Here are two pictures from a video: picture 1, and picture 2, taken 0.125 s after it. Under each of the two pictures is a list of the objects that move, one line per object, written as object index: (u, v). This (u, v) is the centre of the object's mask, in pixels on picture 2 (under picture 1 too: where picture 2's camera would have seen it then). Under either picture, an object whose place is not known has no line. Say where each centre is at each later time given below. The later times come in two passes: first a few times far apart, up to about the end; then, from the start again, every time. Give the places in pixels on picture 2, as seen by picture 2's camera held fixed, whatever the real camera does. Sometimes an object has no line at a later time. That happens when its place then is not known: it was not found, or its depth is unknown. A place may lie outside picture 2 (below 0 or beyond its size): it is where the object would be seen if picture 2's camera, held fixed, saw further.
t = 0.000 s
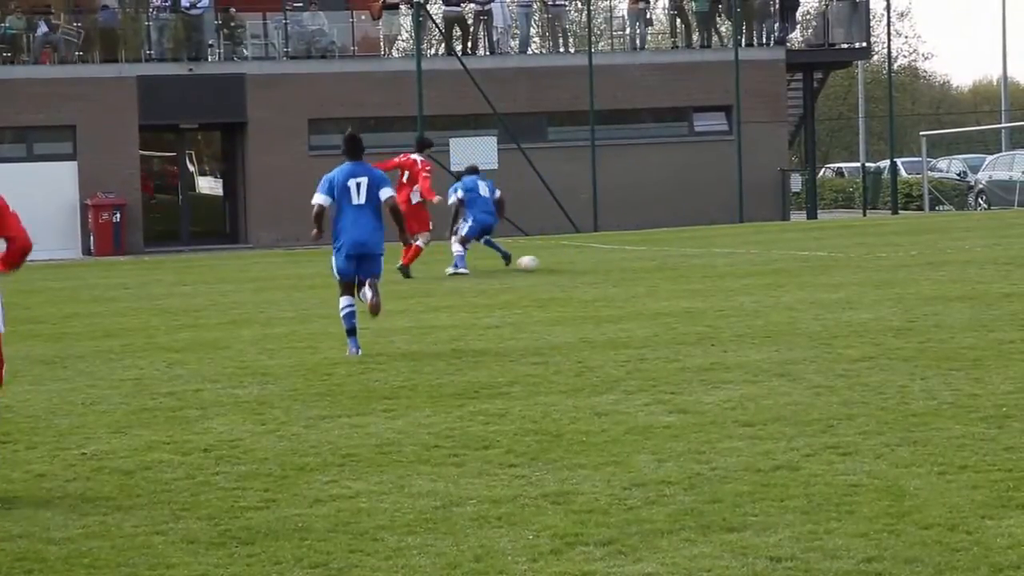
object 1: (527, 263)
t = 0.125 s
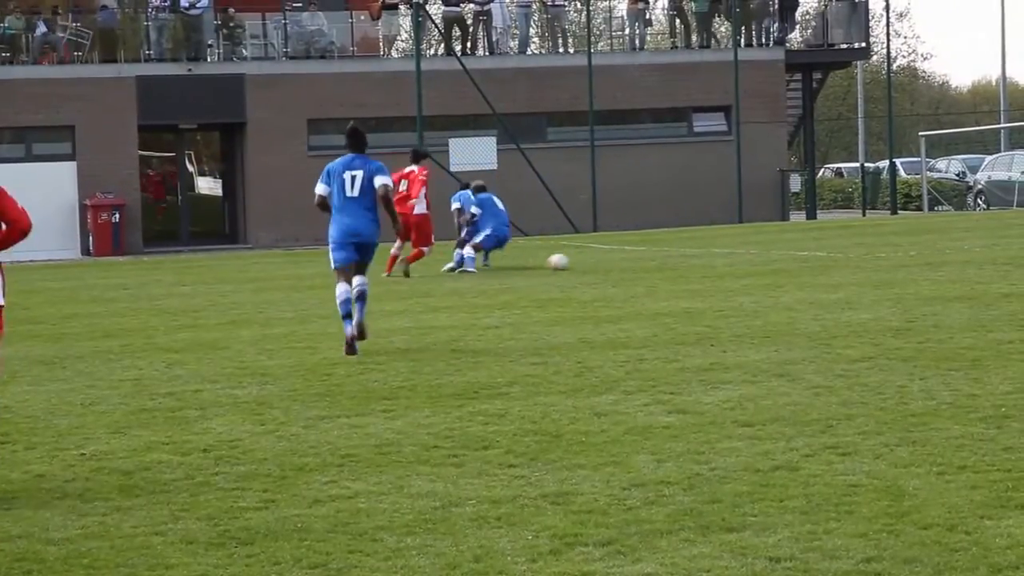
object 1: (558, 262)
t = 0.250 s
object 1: (588, 259)
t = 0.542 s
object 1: (651, 255)
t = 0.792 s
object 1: (698, 250)
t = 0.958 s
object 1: (726, 247)
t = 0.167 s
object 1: (568, 261)
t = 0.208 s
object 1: (578, 260)
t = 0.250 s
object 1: (588, 259)
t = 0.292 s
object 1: (597, 259)
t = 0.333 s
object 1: (607, 258)
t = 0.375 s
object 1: (616, 257)
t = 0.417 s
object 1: (625, 257)
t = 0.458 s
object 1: (633, 256)
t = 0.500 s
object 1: (642, 255)
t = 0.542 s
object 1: (651, 255)
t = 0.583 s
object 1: (659, 253)
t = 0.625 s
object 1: (667, 253)
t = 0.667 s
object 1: (675, 252)
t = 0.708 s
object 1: (683, 251)
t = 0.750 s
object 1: (690, 251)
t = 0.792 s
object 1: (698, 250)
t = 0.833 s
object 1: (705, 250)
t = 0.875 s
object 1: (712, 249)
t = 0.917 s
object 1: (720, 248)
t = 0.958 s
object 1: (726, 247)
